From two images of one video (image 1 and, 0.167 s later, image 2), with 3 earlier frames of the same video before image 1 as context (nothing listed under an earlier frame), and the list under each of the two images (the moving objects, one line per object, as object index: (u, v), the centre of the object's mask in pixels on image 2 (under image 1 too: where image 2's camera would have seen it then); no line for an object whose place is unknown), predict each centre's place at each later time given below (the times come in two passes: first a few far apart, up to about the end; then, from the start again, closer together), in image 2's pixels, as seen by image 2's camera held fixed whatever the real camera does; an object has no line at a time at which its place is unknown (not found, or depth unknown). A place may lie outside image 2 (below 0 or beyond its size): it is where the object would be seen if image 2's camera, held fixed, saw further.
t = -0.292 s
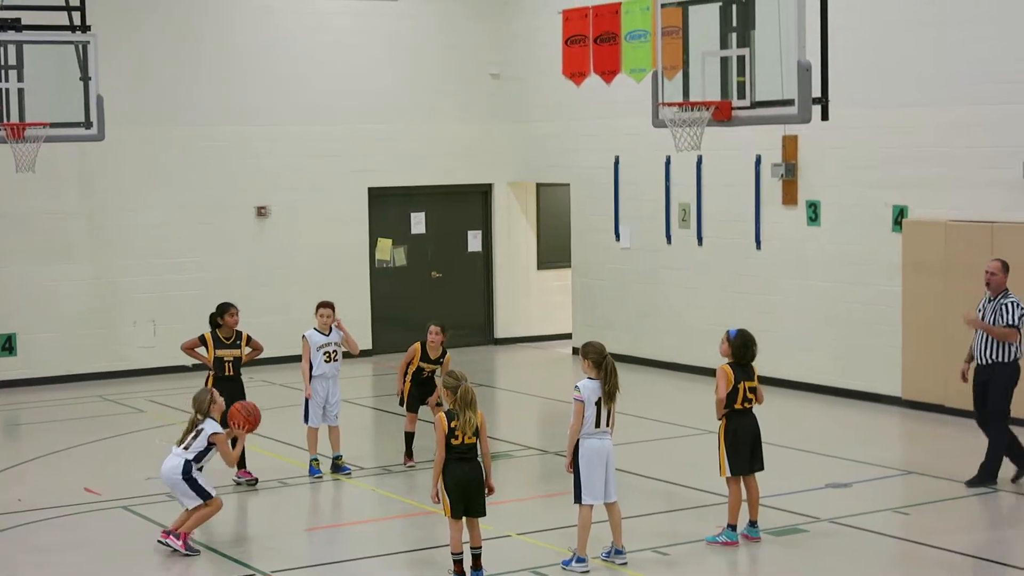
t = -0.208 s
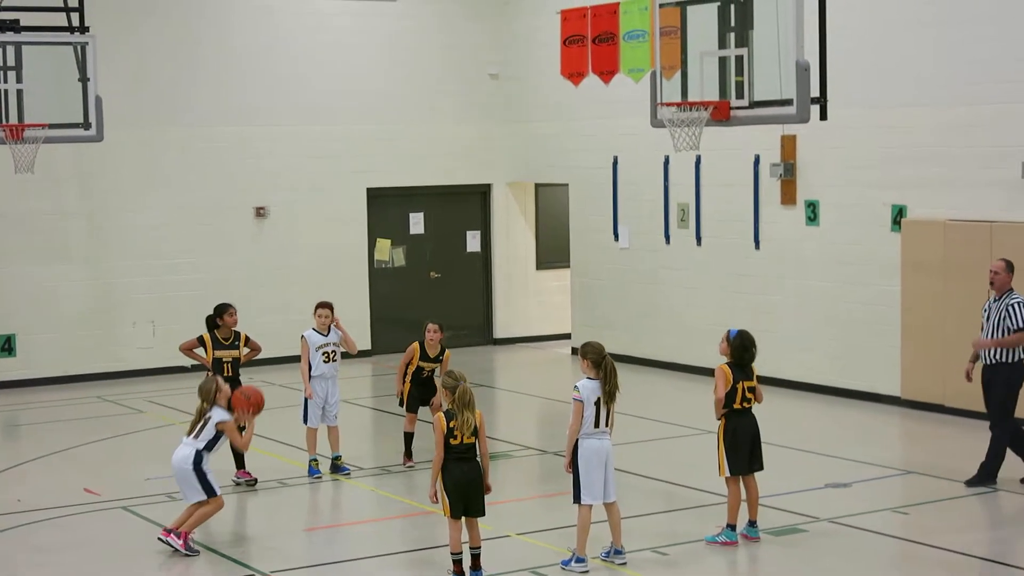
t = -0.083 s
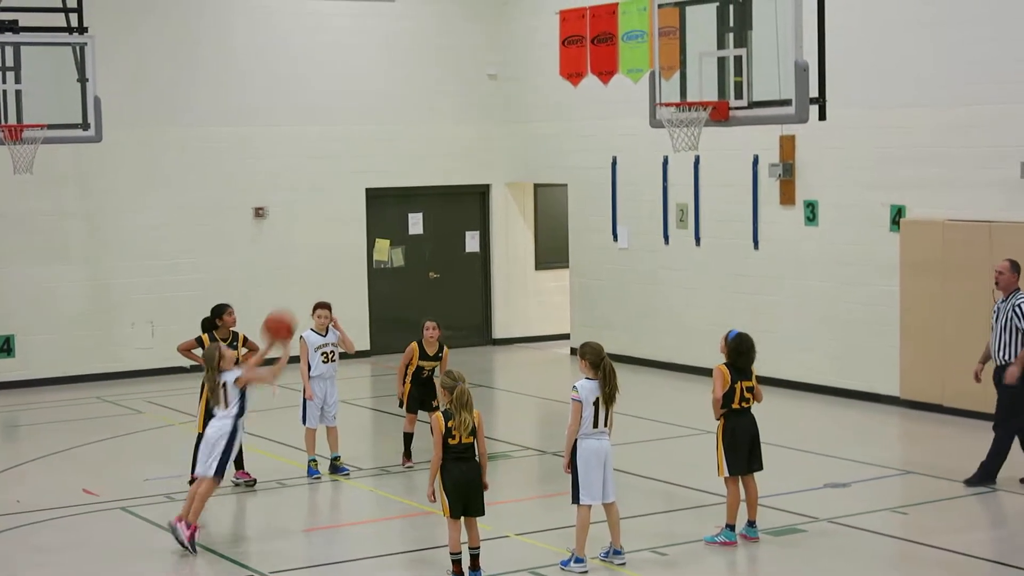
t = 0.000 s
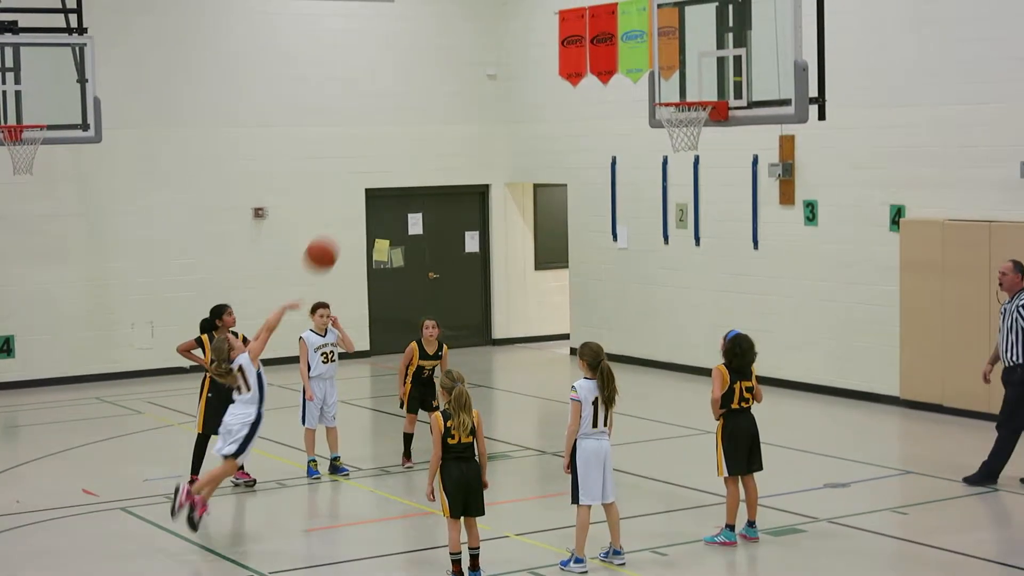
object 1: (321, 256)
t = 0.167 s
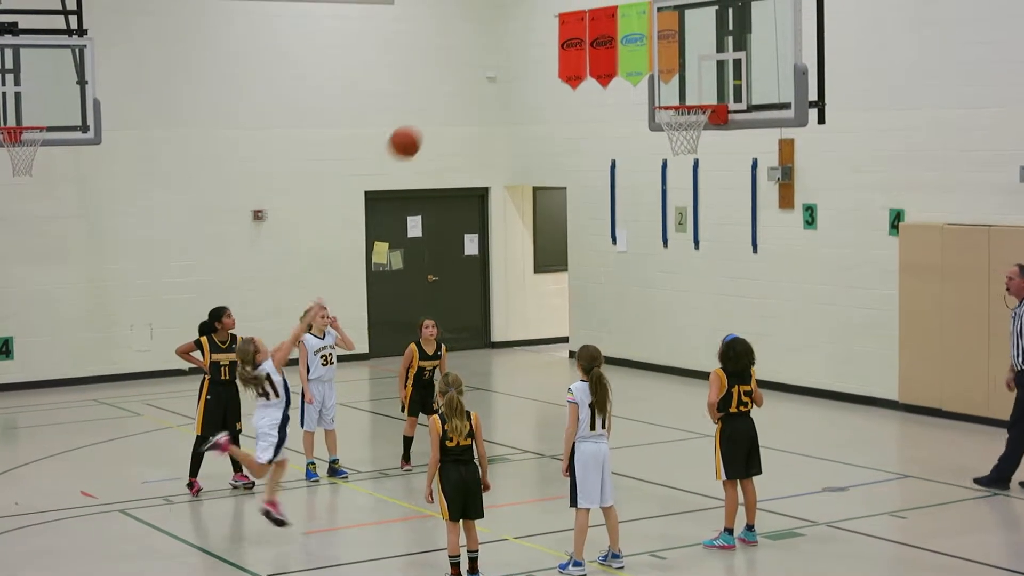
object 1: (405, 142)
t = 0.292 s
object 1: (465, 84)
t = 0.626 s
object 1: (614, 35)
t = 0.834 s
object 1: (702, 76)
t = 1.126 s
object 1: (668, 130)
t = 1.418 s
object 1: (689, 194)
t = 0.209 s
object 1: (425, 120)
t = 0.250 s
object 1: (445, 101)
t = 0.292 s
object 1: (465, 84)
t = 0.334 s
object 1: (485, 70)
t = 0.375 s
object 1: (504, 57)
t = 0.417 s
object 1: (523, 48)
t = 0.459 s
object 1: (542, 41)
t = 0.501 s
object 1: (561, 36)
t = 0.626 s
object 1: (614, 35)
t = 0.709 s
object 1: (652, 46)
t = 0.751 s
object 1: (669, 55)
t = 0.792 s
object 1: (685, 64)
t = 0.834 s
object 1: (702, 76)
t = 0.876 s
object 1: (705, 88)
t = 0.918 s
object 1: (692, 96)
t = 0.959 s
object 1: (680, 110)
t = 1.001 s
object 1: (668, 122)
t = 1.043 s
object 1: (667, 125)
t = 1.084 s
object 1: (667, 128)
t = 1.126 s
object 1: (668, 130)
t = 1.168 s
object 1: (670, 133)
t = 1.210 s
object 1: (672, 138)
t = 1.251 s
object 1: (675, 146)
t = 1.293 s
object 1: (679, 156)
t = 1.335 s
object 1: (683, 167)
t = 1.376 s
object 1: (685, 179)
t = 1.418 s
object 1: (689, 194)
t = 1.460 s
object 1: (693, 212)
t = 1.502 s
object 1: (696, 231)
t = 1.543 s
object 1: (699, 252)
